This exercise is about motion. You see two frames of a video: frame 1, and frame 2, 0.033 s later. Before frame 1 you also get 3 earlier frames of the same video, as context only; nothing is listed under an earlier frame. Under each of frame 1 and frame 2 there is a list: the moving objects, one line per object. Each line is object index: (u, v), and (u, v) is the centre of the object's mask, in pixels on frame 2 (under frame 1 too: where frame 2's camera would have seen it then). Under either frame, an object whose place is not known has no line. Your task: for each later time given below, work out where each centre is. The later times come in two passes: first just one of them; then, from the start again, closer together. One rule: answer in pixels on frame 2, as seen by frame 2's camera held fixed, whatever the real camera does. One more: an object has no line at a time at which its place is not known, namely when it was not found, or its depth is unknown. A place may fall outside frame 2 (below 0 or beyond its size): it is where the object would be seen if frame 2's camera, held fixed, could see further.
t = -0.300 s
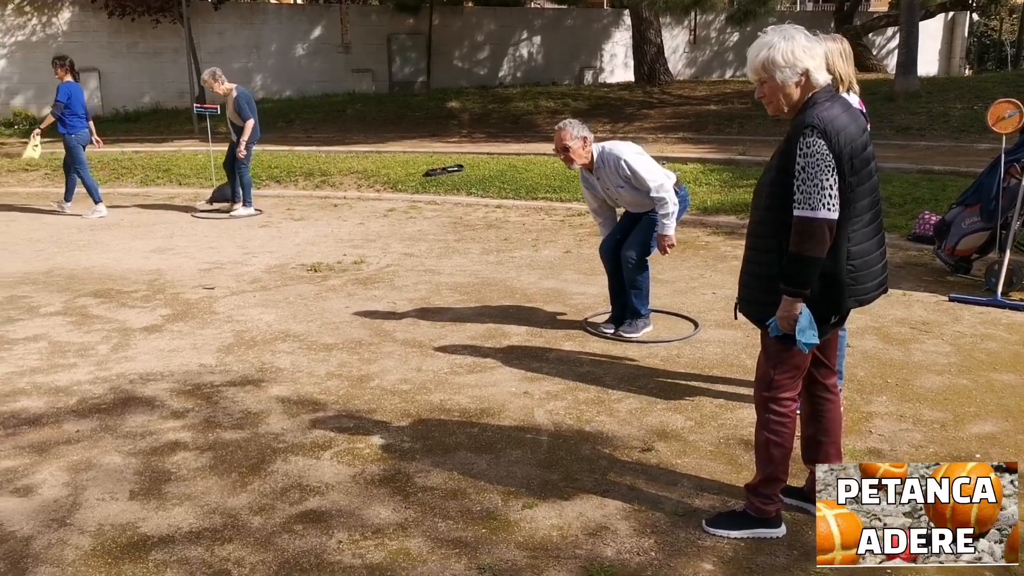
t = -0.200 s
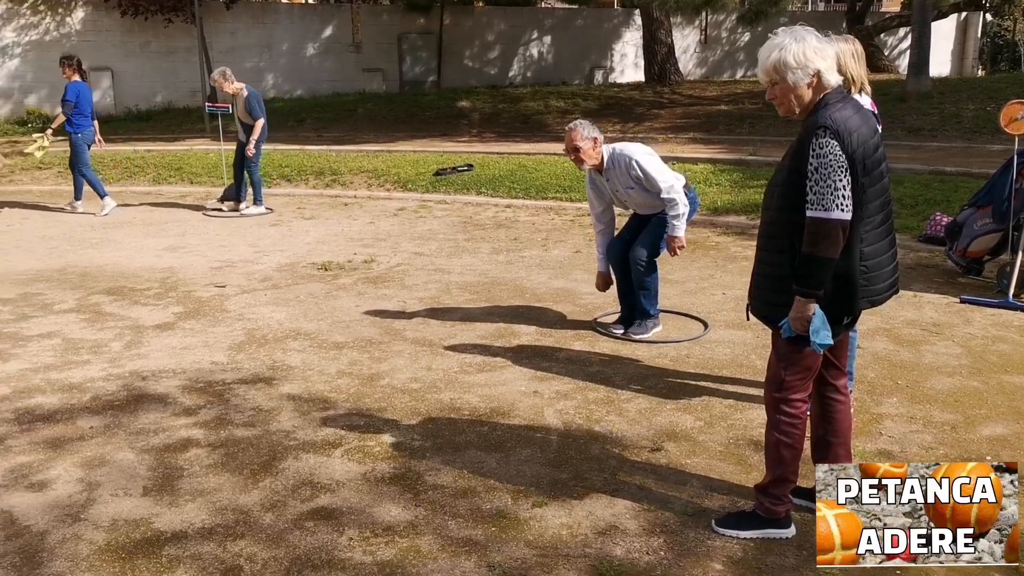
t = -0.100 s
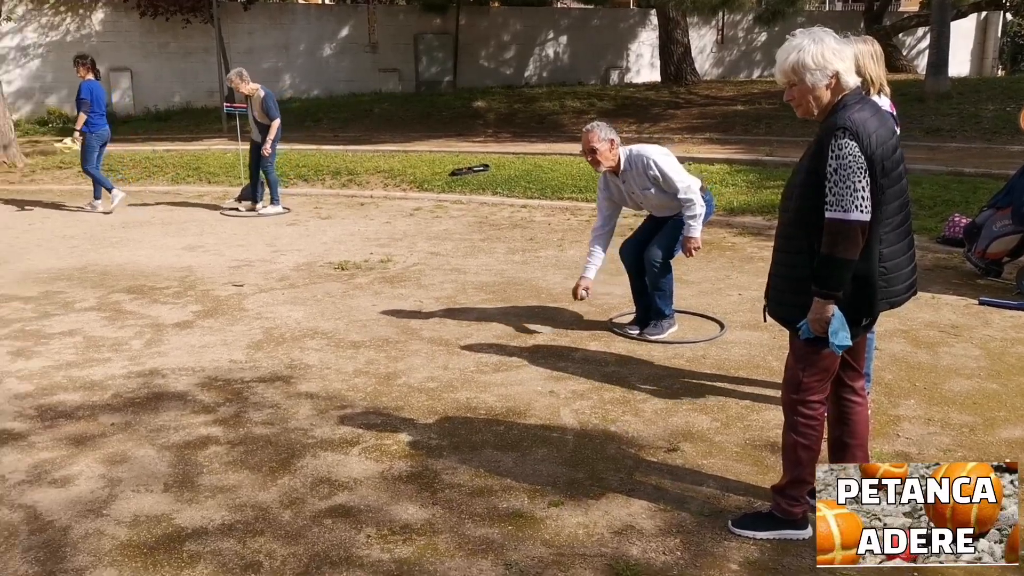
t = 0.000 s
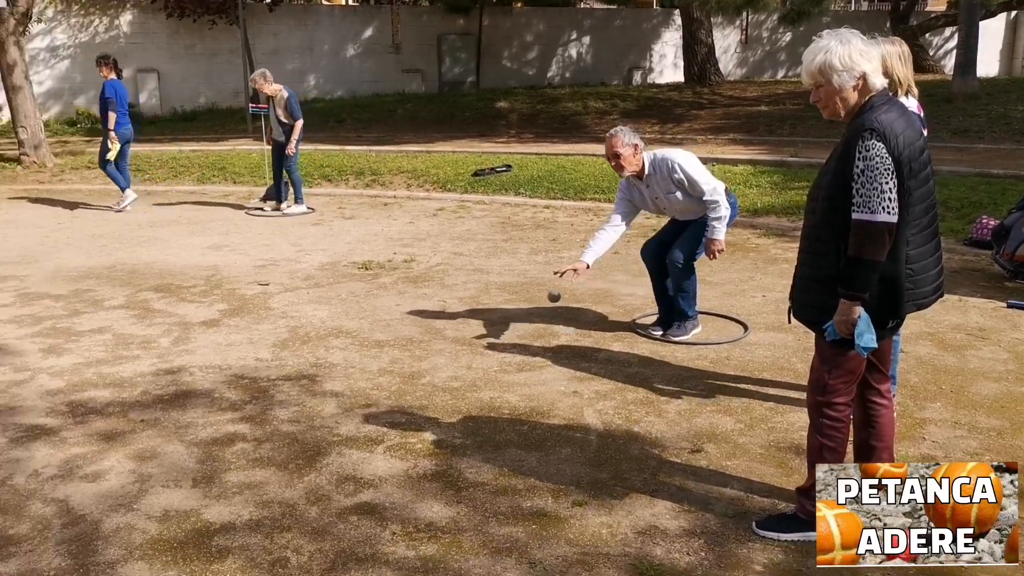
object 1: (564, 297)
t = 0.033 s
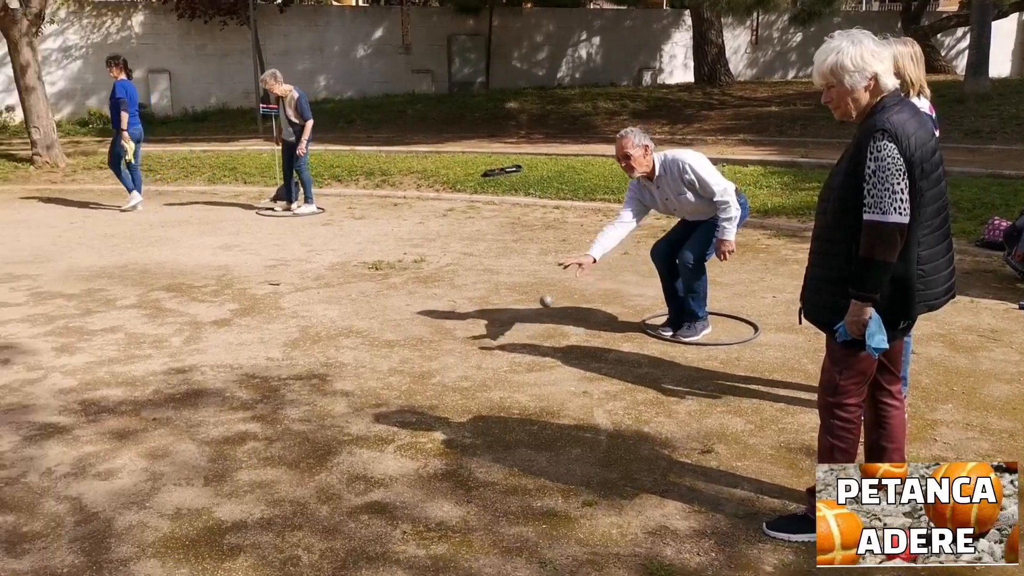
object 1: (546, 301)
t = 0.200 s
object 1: (447, 356)
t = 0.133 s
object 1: (490, 327)
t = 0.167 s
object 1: (469, 341)
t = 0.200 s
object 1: (447, 356)
